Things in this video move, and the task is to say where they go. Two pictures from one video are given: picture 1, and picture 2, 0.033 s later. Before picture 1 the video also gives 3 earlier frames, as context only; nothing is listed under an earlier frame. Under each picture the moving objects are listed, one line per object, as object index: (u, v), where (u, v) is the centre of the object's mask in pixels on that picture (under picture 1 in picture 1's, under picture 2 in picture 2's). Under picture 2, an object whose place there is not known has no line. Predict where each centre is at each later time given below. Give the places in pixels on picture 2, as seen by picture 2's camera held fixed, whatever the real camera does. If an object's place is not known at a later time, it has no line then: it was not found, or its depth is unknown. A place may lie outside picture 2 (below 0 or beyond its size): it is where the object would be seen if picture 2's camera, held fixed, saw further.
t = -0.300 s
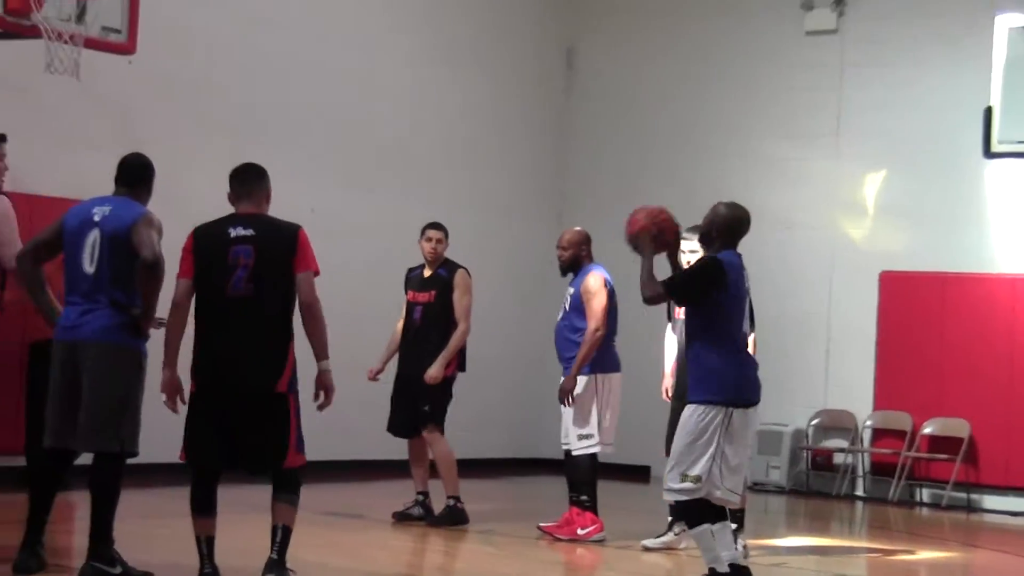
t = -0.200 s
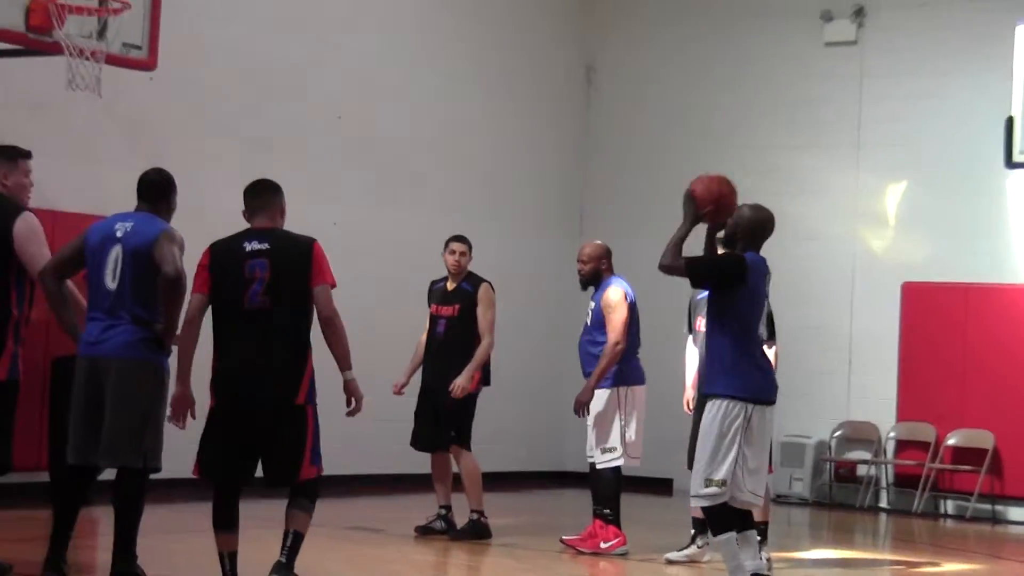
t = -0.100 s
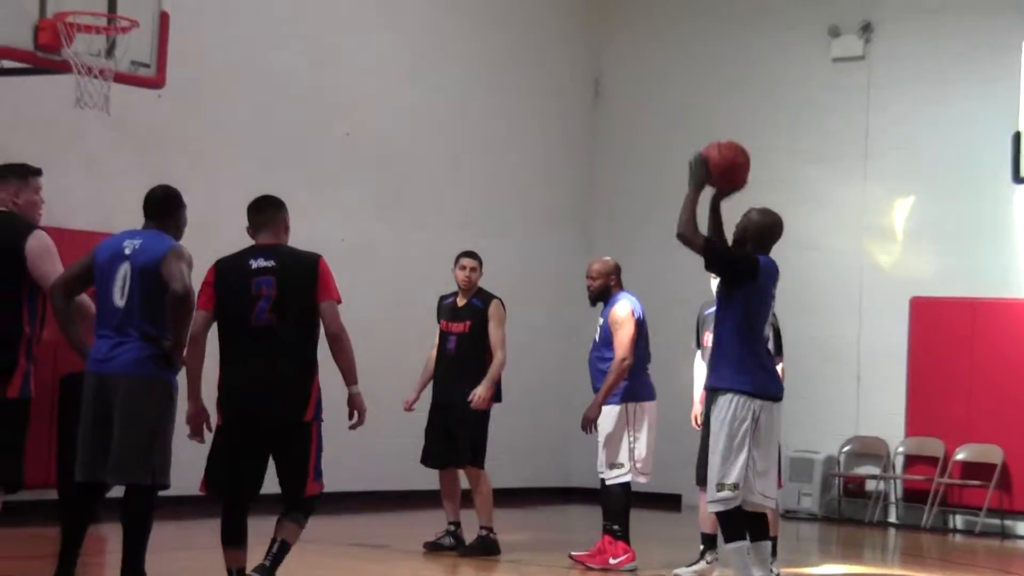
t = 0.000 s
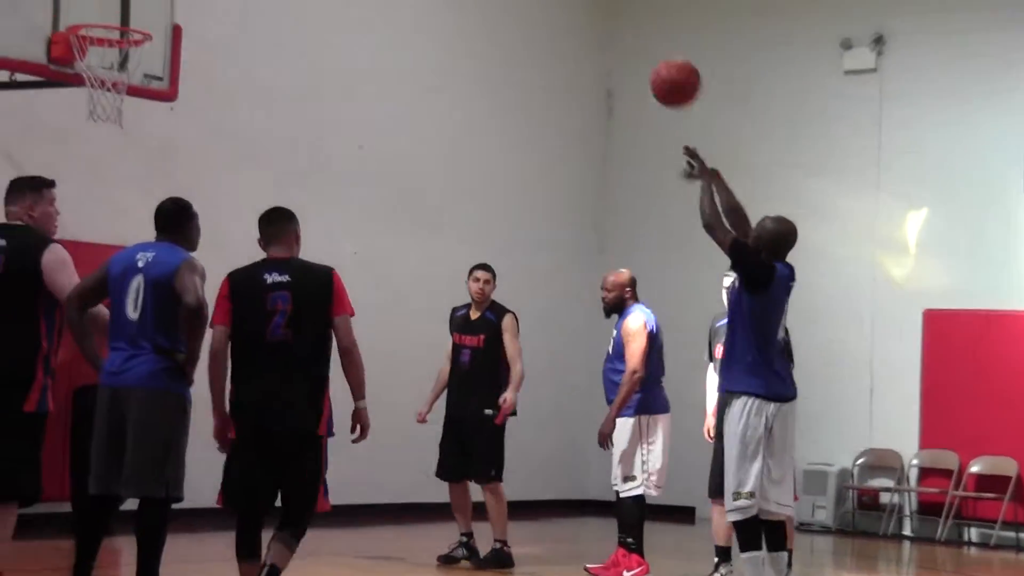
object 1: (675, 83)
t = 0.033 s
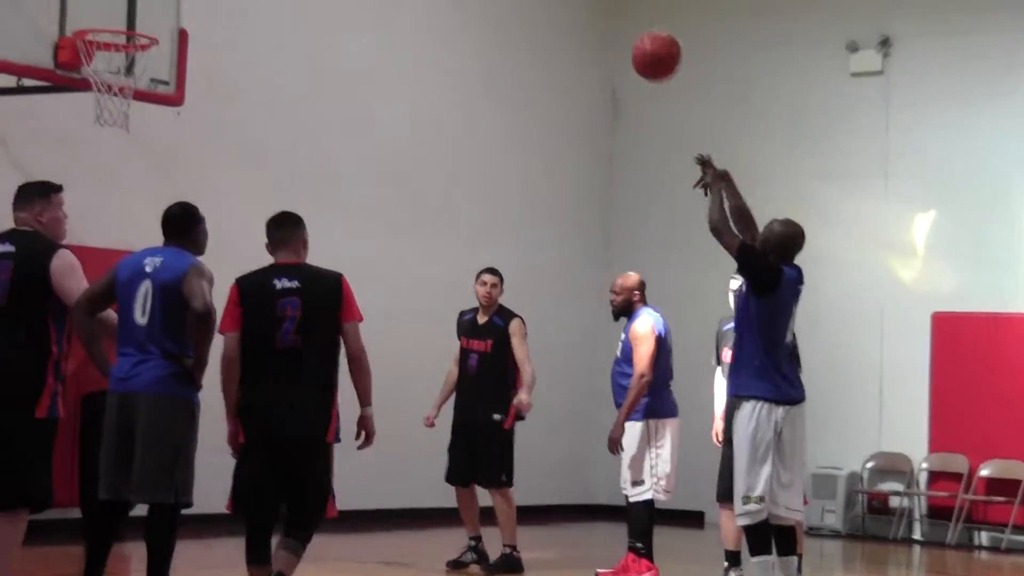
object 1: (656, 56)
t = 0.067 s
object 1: (632, 25)
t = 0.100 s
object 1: (607, 4)
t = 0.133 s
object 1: (581, -11)
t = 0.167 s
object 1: (556, -27)
